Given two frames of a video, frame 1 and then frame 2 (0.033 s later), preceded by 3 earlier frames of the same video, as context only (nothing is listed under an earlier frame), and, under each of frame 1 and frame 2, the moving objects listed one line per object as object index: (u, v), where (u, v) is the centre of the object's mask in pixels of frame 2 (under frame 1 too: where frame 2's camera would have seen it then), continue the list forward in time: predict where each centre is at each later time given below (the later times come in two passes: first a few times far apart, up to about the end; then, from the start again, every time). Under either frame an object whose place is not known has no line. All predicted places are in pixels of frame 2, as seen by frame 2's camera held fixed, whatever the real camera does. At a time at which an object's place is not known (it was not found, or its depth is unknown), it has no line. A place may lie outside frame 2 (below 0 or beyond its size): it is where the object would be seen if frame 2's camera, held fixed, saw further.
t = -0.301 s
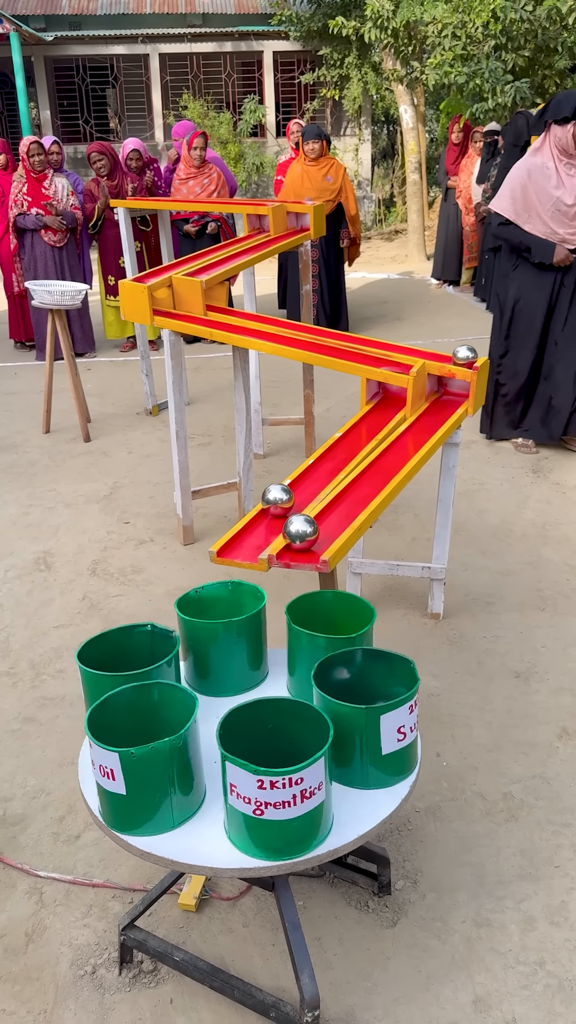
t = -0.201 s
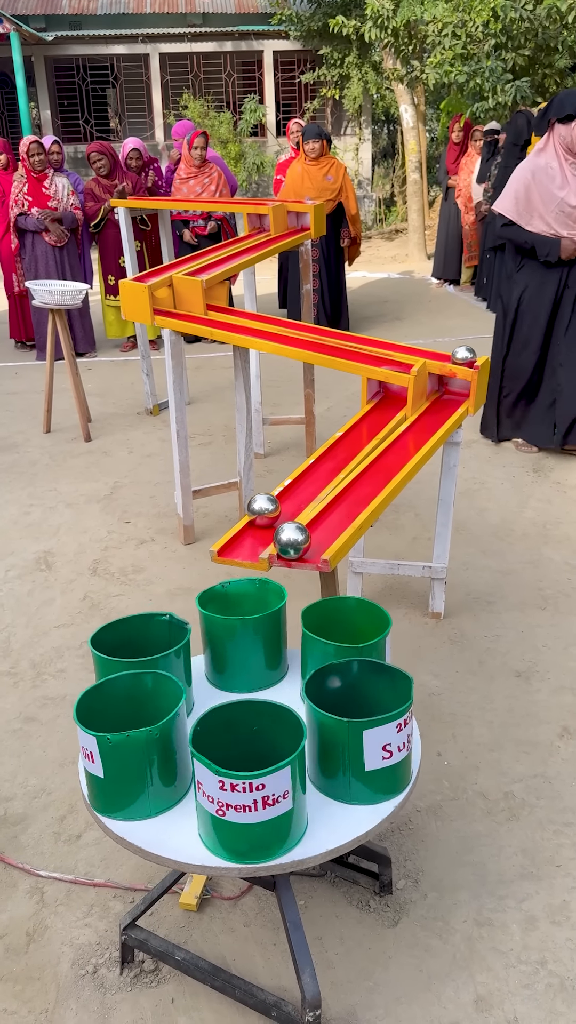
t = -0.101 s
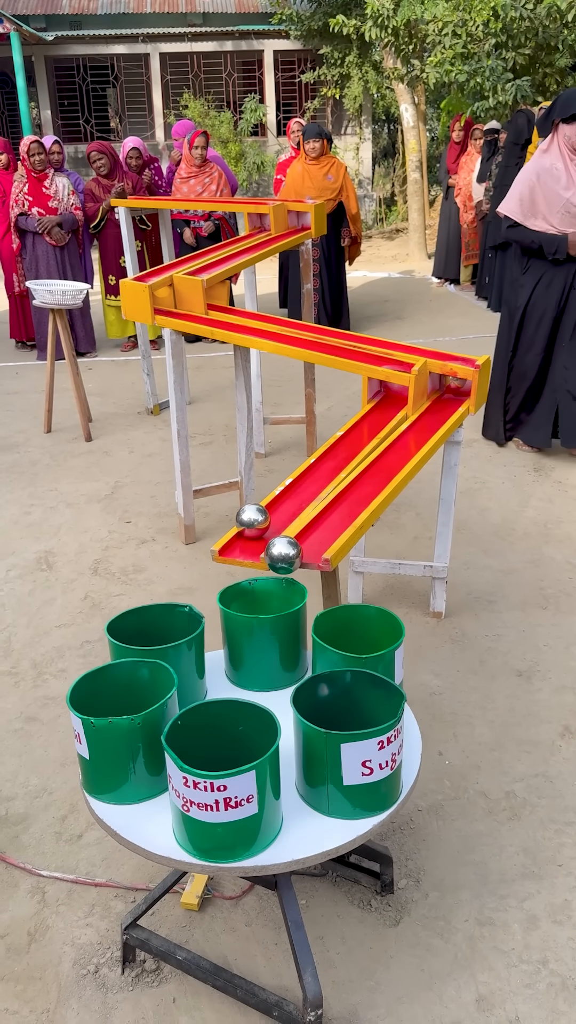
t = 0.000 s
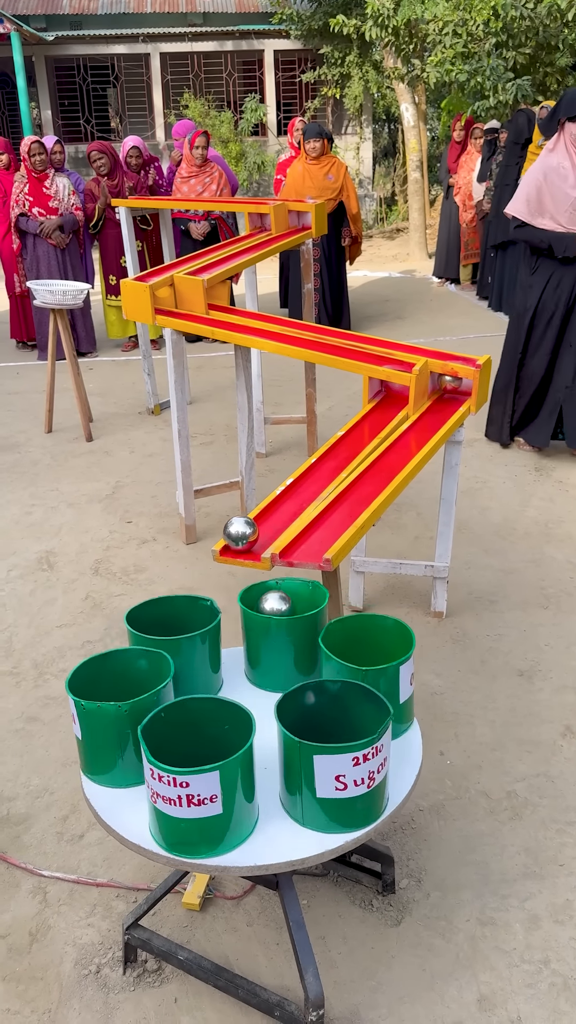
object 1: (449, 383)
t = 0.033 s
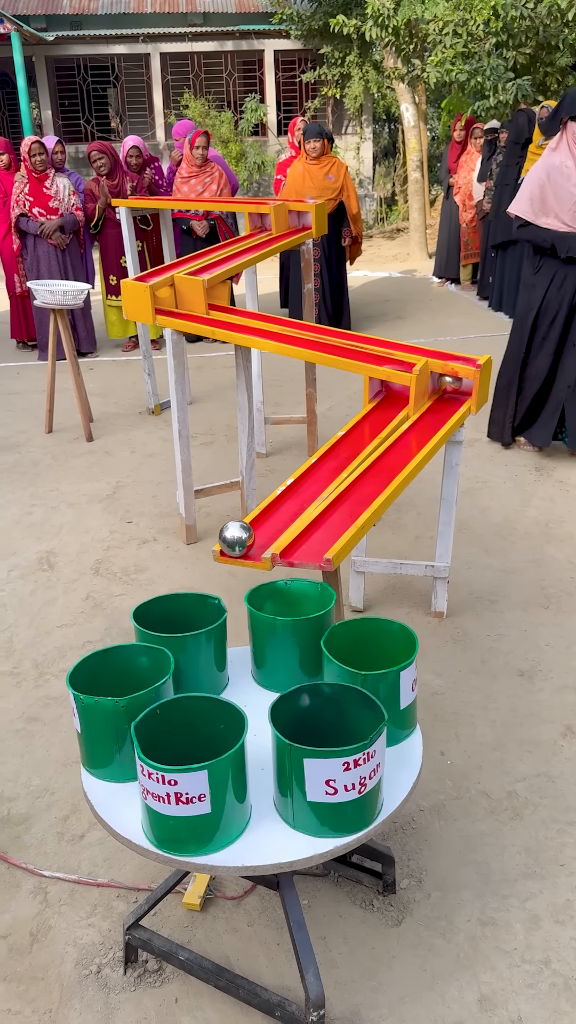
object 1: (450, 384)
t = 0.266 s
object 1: (446, 391)
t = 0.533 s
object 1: (448, 395)
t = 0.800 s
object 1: (448, 399)
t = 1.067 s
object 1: (443, 403)
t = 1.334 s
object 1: (431, 408)
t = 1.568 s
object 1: (423, 414)
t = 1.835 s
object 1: (415, 422)
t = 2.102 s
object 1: (405, 431)
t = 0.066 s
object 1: (450, 386)
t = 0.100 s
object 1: (449, 388)
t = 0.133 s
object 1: (449, 387)
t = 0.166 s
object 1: (449, 389)
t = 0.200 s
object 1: (447, 391)
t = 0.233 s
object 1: (447, 391)
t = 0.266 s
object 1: (446, 391)
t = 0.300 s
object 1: (446, 392)
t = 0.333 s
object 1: (445, 393)
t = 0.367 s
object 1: (447, 393)
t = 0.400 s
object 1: (447, 393)
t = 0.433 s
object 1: (447, 394)
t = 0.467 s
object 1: (448, 394)
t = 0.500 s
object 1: (448, 394)
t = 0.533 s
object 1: (448, 395)
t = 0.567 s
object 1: (448, 396)
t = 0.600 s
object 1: (448, 396)
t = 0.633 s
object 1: (448, 396)
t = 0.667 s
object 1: (449, 397)
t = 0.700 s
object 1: (449, 397)
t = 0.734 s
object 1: (449, 398)
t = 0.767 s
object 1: (448, 398)
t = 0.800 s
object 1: (448, 399)
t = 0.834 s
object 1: (447, 399)
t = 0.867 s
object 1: (447, 400)
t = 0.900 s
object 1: (447, 400)
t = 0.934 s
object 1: (446, 401)
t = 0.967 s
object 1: (445, 401)
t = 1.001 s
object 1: (445, 402)
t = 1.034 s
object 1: (444, 402)
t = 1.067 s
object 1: (443, 403)
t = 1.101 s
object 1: (440, 403)
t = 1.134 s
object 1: (440, 404)
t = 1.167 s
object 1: (438, 405)
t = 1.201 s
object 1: (437, 406)
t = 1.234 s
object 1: (435, 406)
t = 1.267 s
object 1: (434, 407)
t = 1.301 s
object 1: (432, 408)
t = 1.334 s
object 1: (431, 408)
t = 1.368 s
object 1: (428, 409)
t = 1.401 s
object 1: (427, 410)
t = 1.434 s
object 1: (426, 411)
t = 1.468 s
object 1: (425, 411)
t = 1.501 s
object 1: (424, 412)
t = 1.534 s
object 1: (424, 413)
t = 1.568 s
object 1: (423, 414)
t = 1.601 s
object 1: (422, 415)
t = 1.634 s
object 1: (420, 416)
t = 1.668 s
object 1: (420, 417)
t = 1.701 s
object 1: (419, 418)
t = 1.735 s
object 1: (418, 419)
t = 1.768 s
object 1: (416, 420)
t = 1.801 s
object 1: (415, 421)
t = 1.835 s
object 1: (415, 422)
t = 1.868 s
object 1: (414, 423)
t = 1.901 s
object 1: (413, 424)
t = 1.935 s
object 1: (411, 425)
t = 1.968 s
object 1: (410, 427)
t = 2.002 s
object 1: (409, 428)
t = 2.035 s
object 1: (408, 429)
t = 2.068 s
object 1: (406, 430)
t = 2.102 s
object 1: (405, 431)
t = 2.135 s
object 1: (404, 432)
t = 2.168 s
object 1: (403, 433)
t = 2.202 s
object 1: (401, 435)
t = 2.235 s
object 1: (400, 436)
